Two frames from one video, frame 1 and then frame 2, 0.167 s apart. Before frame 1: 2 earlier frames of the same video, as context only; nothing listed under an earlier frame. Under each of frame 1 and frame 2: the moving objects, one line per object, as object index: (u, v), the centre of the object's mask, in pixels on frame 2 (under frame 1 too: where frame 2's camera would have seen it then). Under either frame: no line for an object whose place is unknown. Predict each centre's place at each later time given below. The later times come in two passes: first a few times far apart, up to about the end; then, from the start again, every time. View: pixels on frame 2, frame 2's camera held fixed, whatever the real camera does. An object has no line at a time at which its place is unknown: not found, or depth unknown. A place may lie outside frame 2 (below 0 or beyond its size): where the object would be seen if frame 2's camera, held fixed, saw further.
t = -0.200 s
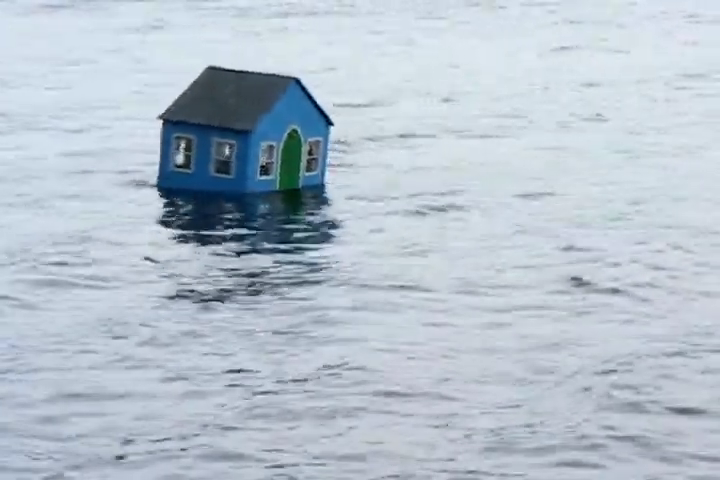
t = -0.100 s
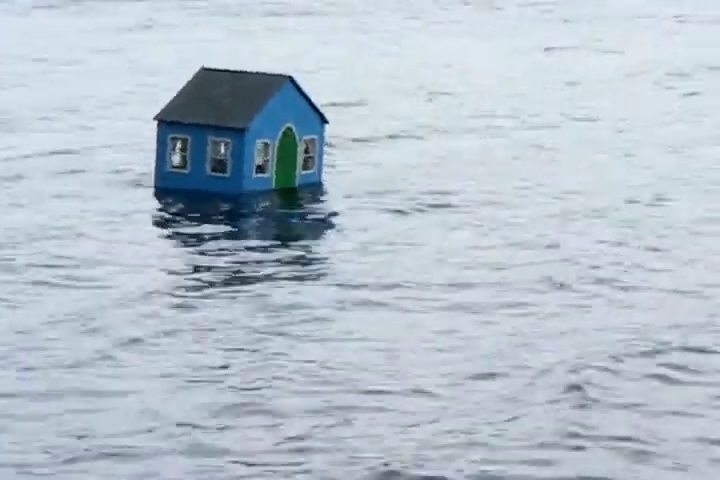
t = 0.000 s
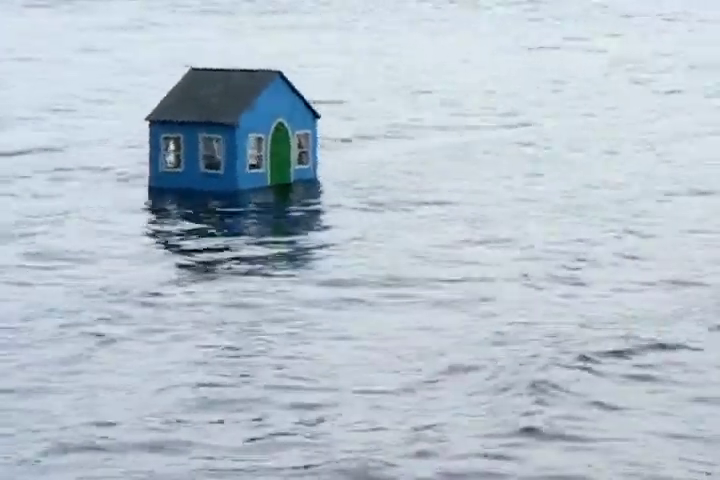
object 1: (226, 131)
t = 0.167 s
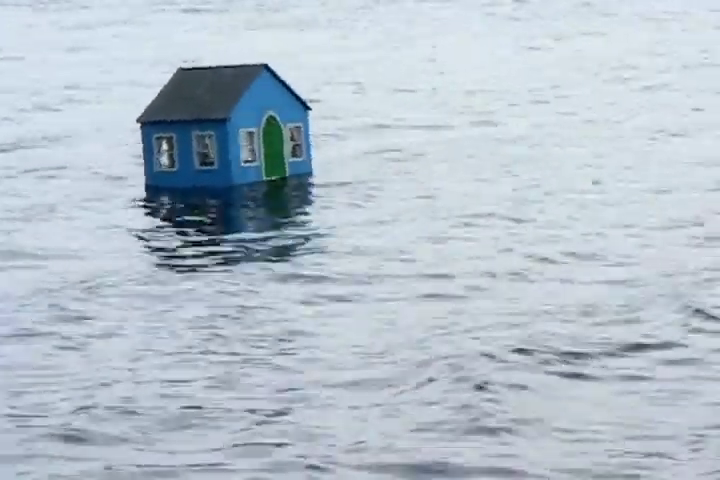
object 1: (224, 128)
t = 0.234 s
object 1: (225, 128)
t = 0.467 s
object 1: (222, 126)
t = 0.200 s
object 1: (225, 128)
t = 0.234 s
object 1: (225, 128)
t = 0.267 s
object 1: (224, 128)
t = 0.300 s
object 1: (224, 127)
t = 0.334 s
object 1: (224, 126)
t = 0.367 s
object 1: (225, 126)
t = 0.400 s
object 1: (224, 127)
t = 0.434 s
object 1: (222, 127)
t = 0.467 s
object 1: (222, 126)
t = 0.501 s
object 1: (223, 125)
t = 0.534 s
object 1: (222, 124)
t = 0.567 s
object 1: (221, 123)
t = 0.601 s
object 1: (221, 124)
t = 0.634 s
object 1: (222, 124)
